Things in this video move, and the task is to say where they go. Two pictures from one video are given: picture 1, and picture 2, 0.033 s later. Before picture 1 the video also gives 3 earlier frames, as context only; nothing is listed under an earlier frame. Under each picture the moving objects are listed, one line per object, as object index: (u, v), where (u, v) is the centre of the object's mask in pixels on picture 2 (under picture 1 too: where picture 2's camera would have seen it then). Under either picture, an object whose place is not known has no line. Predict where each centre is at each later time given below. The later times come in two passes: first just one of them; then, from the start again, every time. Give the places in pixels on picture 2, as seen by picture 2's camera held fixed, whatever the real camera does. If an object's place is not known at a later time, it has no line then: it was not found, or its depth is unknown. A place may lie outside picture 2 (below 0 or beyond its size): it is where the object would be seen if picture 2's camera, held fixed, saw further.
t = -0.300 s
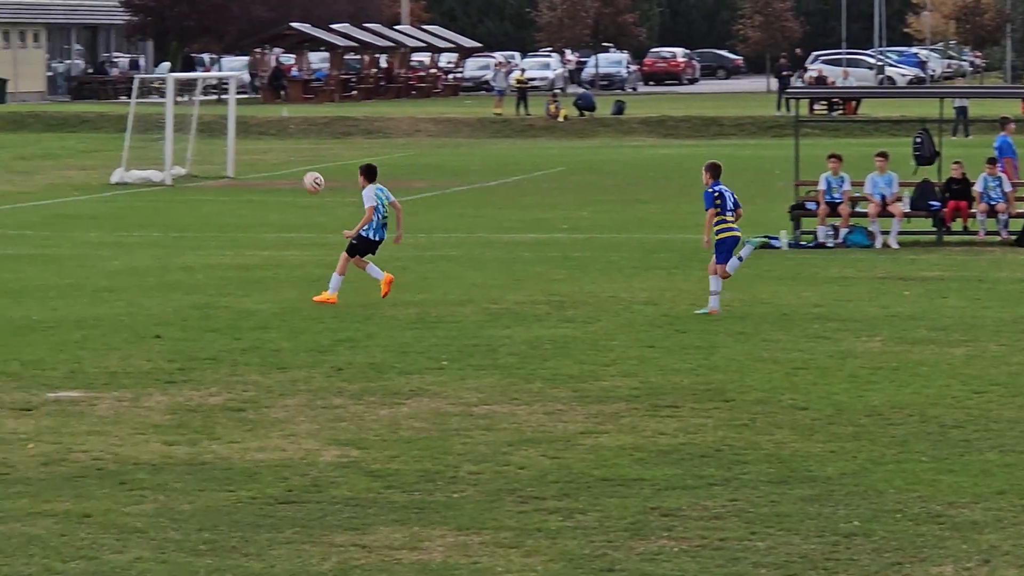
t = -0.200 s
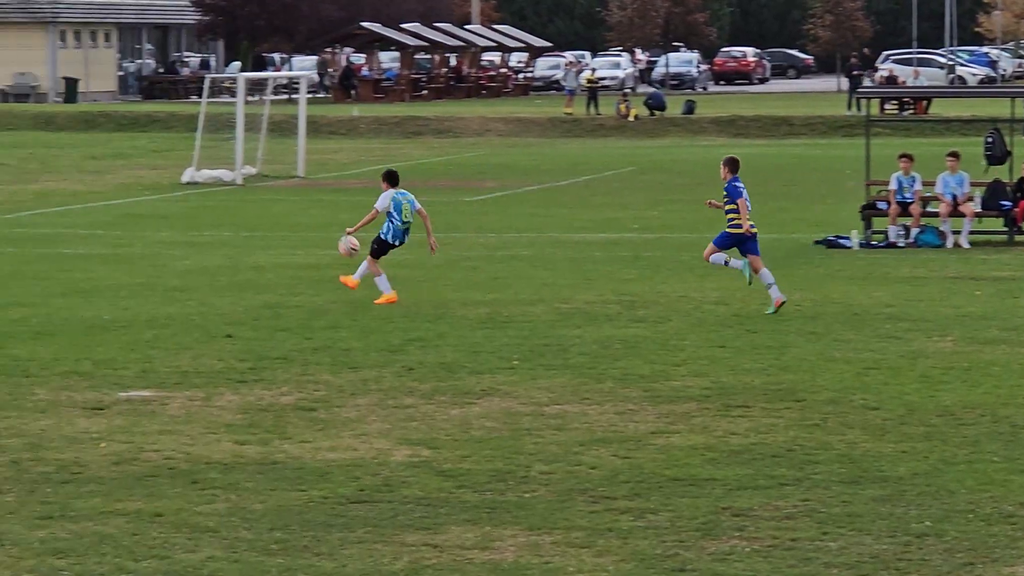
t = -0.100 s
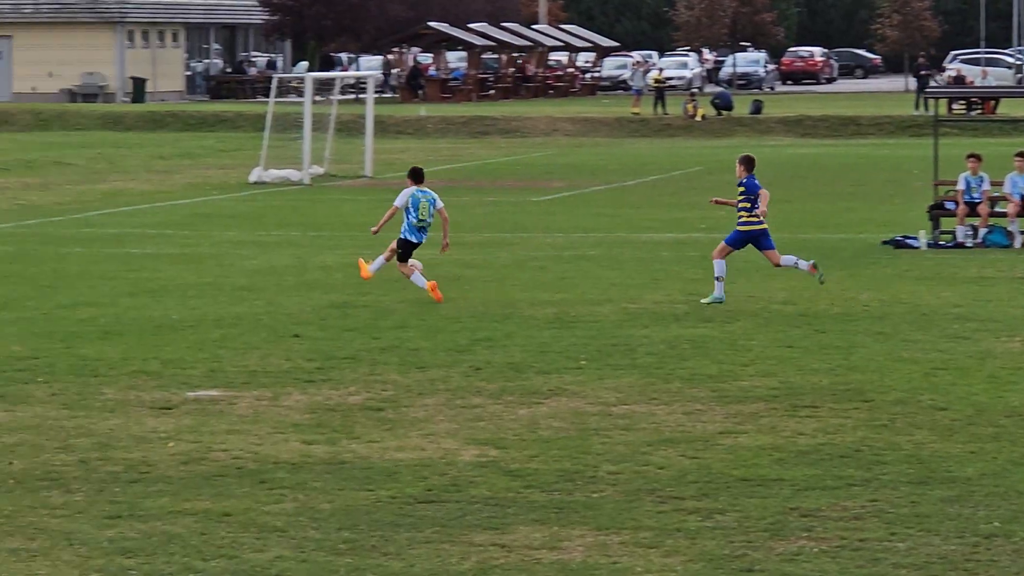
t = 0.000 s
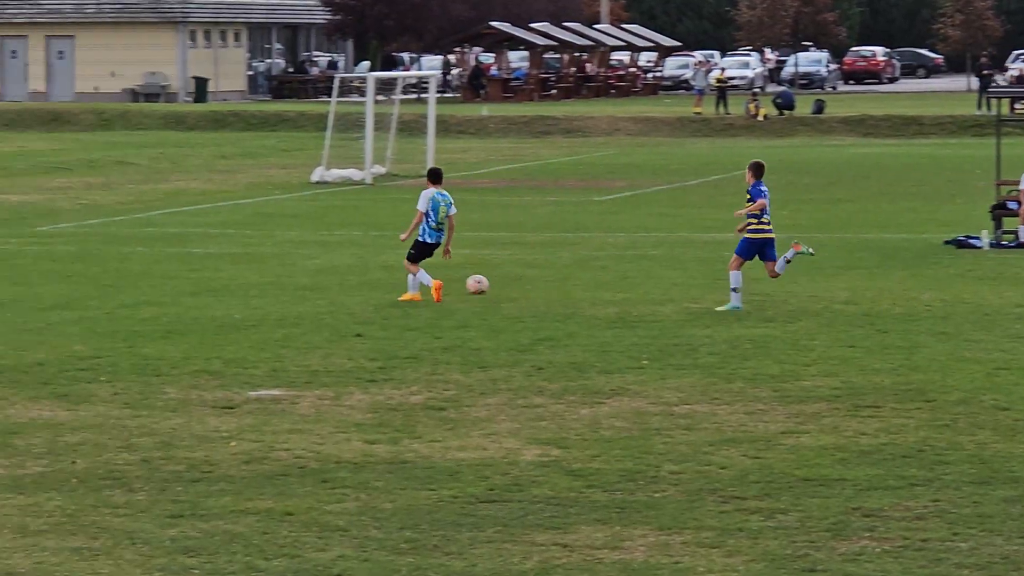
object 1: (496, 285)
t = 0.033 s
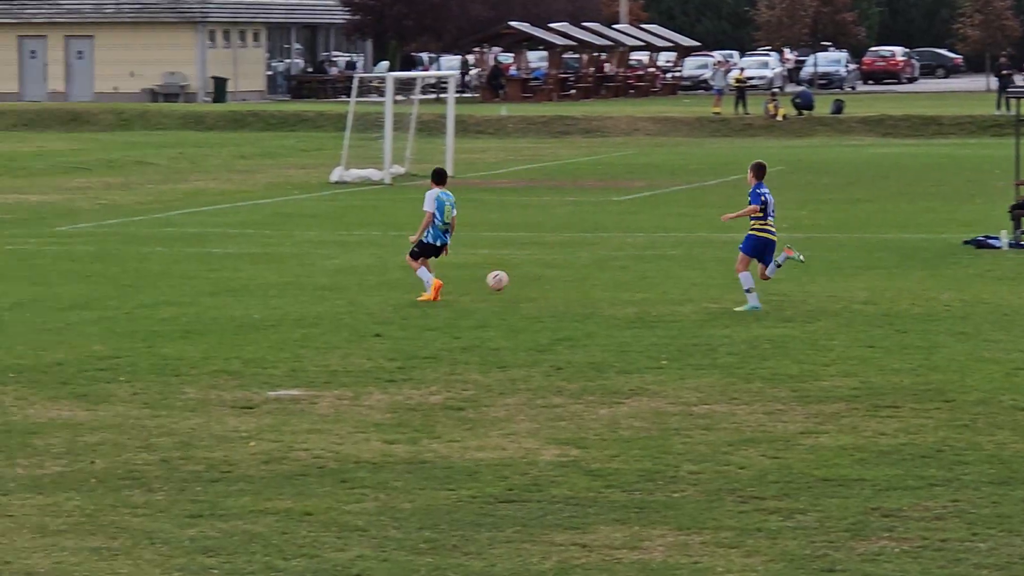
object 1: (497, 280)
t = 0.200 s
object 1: (501, 260)
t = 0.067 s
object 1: (498, 274)
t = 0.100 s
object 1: (499, 269)
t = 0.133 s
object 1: (500, 265)
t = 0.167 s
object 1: (500, 262)
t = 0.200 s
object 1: (501, 260)
